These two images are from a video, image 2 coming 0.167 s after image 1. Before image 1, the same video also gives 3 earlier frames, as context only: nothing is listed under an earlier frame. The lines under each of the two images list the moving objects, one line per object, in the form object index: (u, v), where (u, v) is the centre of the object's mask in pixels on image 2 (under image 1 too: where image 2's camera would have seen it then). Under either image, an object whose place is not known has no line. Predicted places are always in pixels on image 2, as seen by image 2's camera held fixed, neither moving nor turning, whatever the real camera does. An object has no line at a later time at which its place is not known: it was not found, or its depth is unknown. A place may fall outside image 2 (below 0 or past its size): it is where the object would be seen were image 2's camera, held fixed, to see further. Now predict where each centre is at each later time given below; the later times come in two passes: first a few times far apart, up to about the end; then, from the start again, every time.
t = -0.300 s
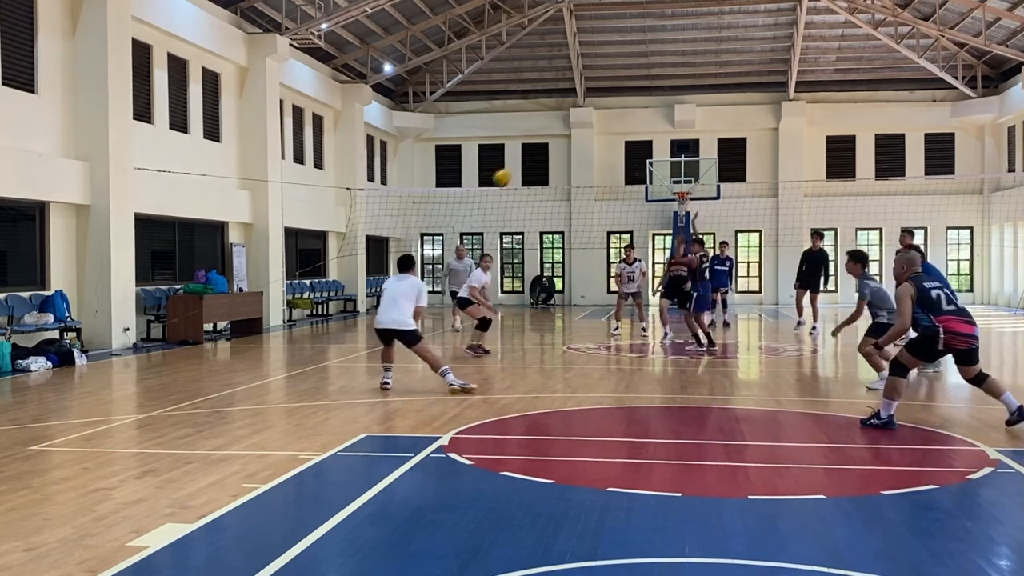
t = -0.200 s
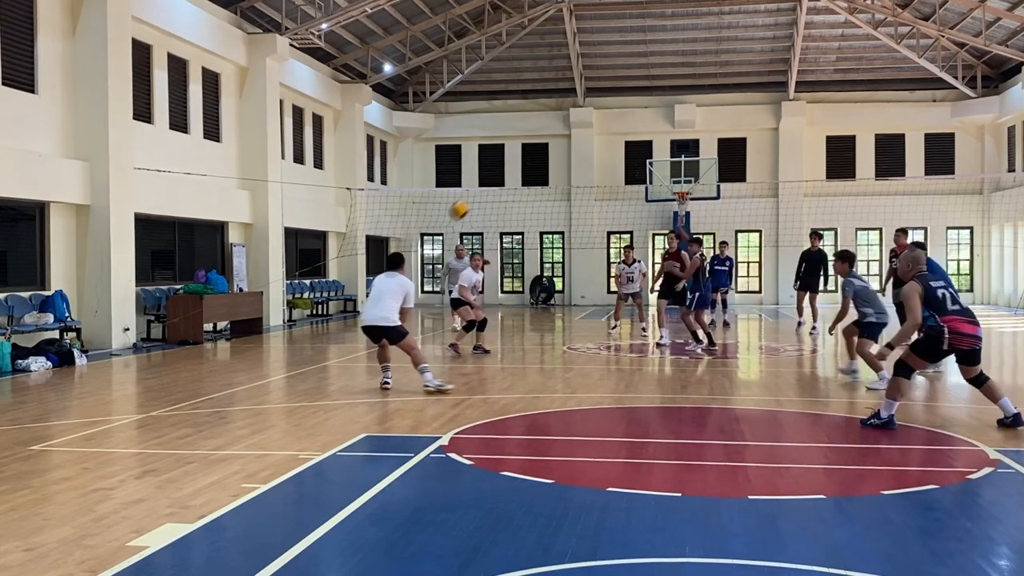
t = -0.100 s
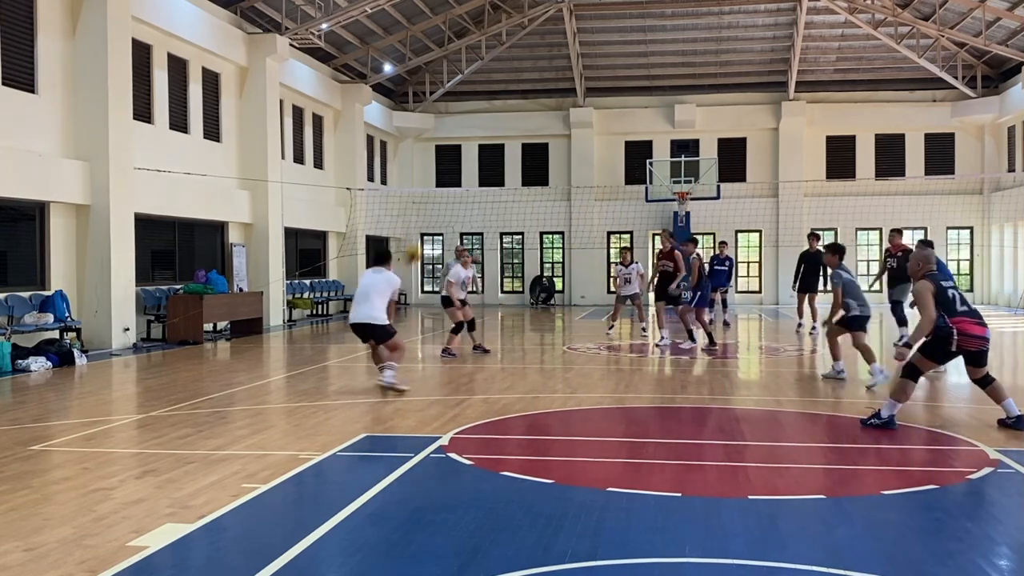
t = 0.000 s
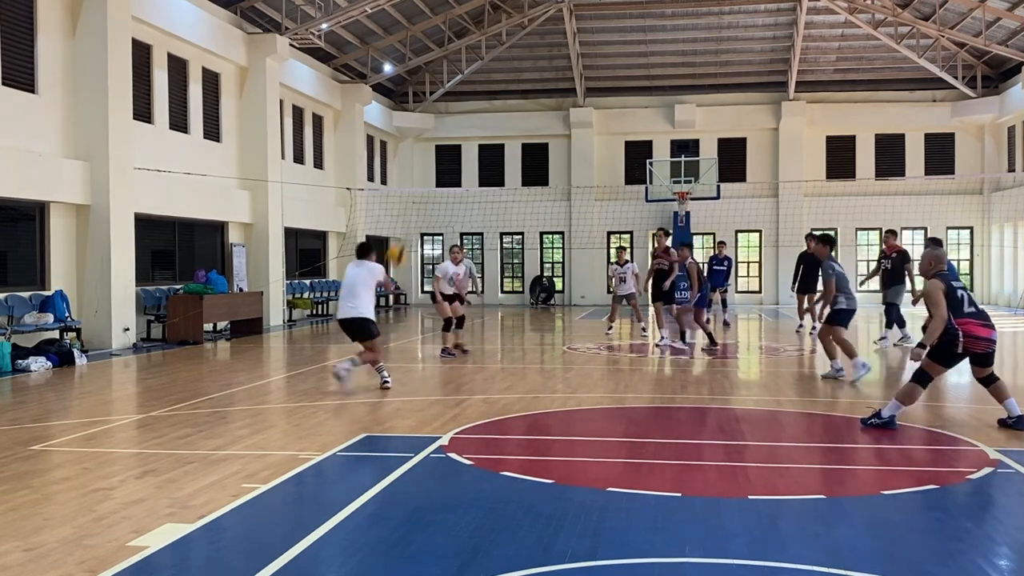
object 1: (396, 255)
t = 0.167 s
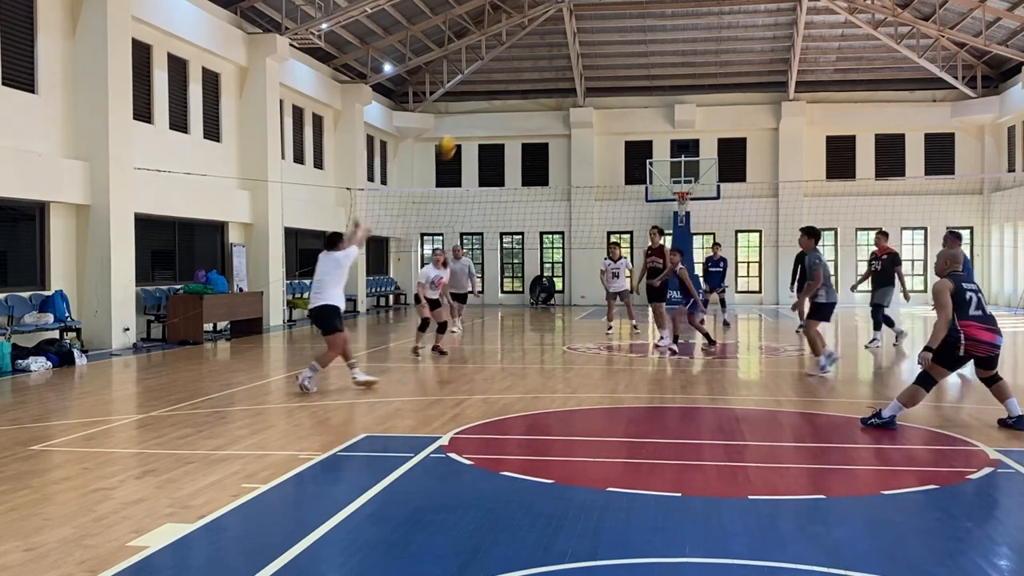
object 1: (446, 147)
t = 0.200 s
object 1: (455, 128)
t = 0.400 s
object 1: (508, 50)
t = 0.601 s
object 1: (556, 13)
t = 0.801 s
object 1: (601, 9)
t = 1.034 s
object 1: (648, 47)
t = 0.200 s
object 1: (455, 128)
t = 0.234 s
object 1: (464, 113)
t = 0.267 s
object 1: (474, 97)
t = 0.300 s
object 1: (483, 84)
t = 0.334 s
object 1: (491, 72)
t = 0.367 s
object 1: (500, 60)
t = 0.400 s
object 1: (508, 50)
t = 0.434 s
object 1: (517, 41)
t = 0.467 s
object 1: (525, 32)
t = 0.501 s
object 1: (533, 26)
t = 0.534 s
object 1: (541, 20)
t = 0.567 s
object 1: (549, 16)
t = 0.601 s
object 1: (556, 13)
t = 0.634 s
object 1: (564, 9)
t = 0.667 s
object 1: (572, 8)
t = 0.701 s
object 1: (581, 7)
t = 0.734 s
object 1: (587, 7)
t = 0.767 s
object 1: (594, 8)
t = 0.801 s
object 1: (601, 9)
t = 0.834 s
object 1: (608, 12)
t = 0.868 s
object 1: (615, 16)
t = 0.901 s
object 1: (622, 22)
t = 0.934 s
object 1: (629, 27)
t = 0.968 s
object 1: (635, 33)
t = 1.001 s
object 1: (642, 39)
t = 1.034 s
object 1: (648, 47)
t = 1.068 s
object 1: (655, 57)
